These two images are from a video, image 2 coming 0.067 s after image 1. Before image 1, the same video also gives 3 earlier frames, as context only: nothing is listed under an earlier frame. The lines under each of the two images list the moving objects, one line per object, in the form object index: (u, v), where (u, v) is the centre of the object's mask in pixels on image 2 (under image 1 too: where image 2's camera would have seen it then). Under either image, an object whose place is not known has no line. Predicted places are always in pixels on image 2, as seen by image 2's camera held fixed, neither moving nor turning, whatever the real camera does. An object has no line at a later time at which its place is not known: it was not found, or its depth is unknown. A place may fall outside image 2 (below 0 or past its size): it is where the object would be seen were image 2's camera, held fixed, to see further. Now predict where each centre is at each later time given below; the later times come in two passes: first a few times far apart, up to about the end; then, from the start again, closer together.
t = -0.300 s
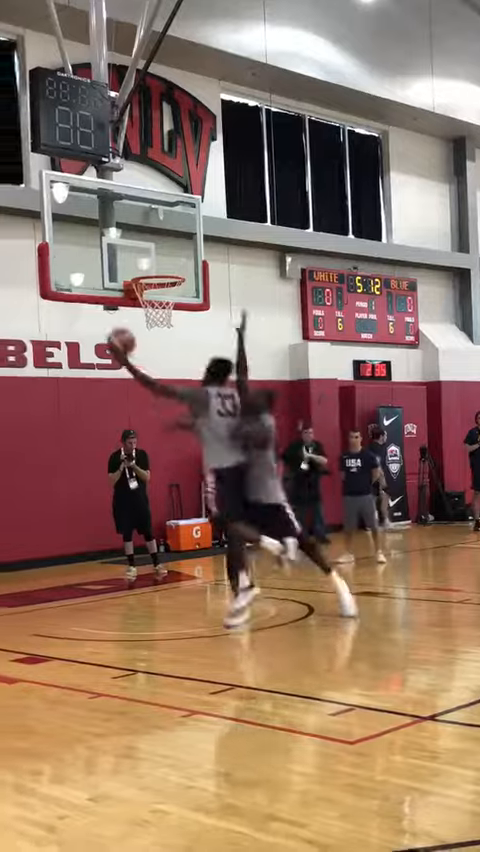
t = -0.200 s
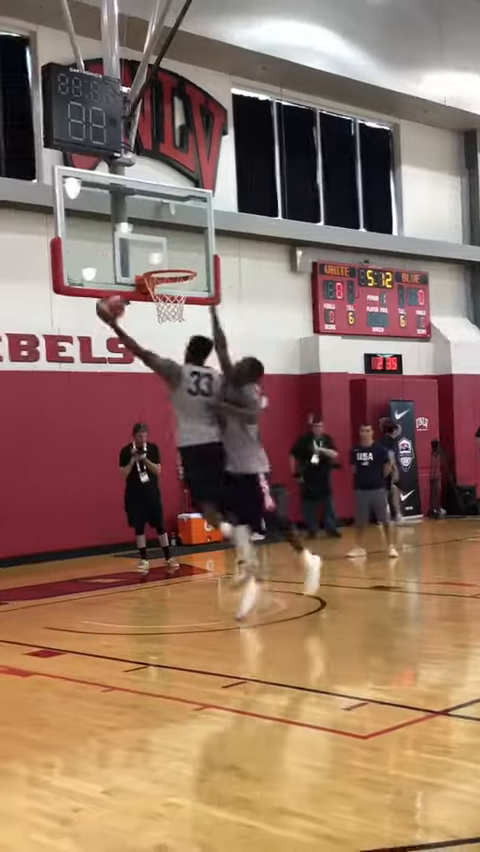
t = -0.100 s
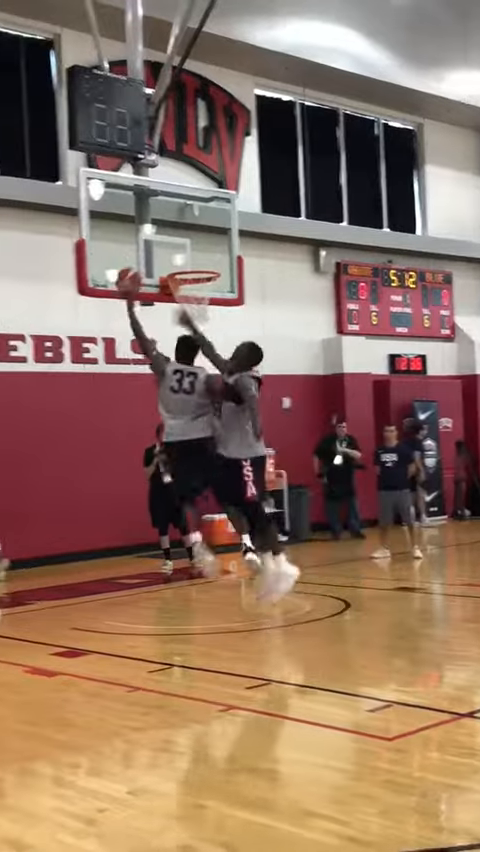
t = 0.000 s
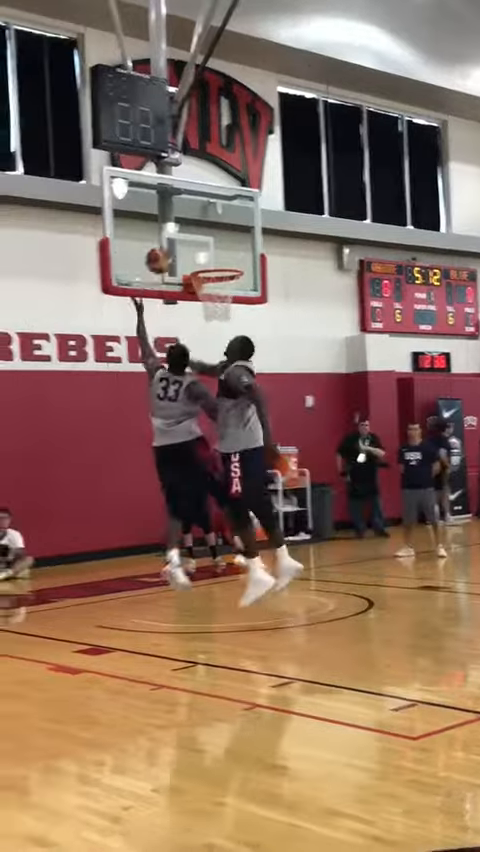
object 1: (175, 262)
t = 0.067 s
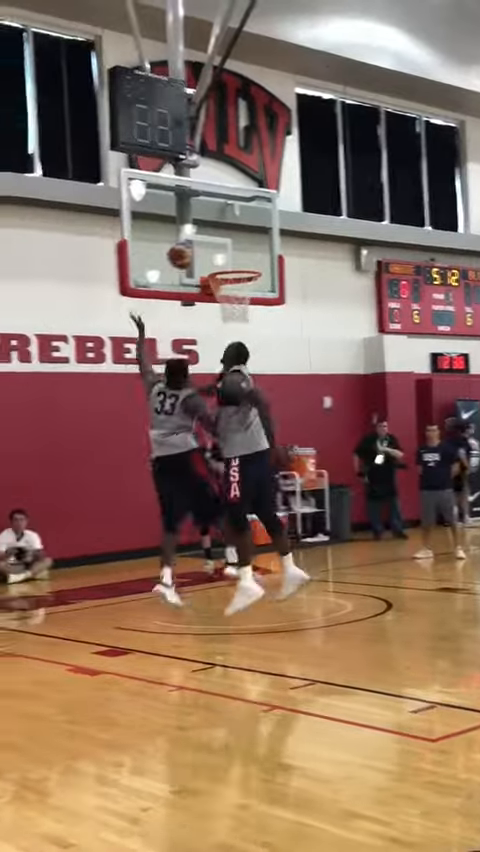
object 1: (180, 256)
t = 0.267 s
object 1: (217, 256)
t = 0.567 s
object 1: (251, 298)
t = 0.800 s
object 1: (240, 340)
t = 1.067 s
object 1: (231, 454)
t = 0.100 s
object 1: (184, 255)
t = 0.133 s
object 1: (191, 252)
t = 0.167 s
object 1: (199, 252)
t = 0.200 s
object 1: (203, 252)
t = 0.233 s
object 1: (210, 254)
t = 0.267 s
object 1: (217, 256)
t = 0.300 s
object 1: (224, 259)
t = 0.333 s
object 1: (229, 268)
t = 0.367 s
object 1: (237, 274)
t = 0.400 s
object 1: (245, 282)
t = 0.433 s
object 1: (249, 288)
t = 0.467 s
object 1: (252, 294)
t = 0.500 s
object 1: (253, 296)
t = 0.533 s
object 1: (252, 298)
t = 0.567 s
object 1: (251, 298)
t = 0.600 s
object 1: (249, 301)
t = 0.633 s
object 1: (248, 306)
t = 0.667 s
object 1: (246, 309)
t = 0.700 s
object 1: (244, 316)
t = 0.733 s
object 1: (242, 323)
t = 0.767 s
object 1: (241, 332)
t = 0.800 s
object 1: (240, 340)
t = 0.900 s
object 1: (236, 373)
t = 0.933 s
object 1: (236, 389)
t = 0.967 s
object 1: (235, 400)
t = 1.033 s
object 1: (234, 438)
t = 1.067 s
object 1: (231, 454)
